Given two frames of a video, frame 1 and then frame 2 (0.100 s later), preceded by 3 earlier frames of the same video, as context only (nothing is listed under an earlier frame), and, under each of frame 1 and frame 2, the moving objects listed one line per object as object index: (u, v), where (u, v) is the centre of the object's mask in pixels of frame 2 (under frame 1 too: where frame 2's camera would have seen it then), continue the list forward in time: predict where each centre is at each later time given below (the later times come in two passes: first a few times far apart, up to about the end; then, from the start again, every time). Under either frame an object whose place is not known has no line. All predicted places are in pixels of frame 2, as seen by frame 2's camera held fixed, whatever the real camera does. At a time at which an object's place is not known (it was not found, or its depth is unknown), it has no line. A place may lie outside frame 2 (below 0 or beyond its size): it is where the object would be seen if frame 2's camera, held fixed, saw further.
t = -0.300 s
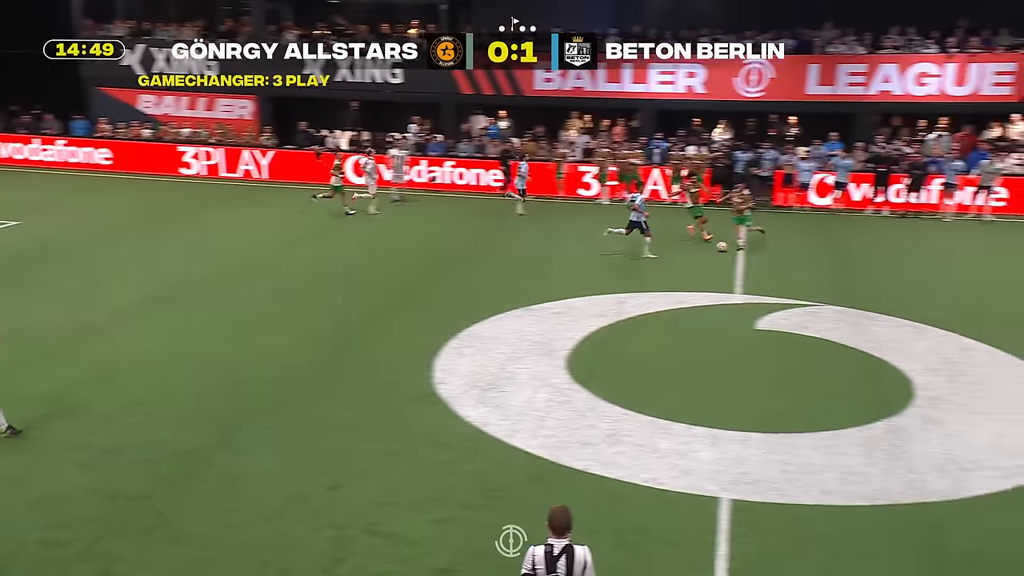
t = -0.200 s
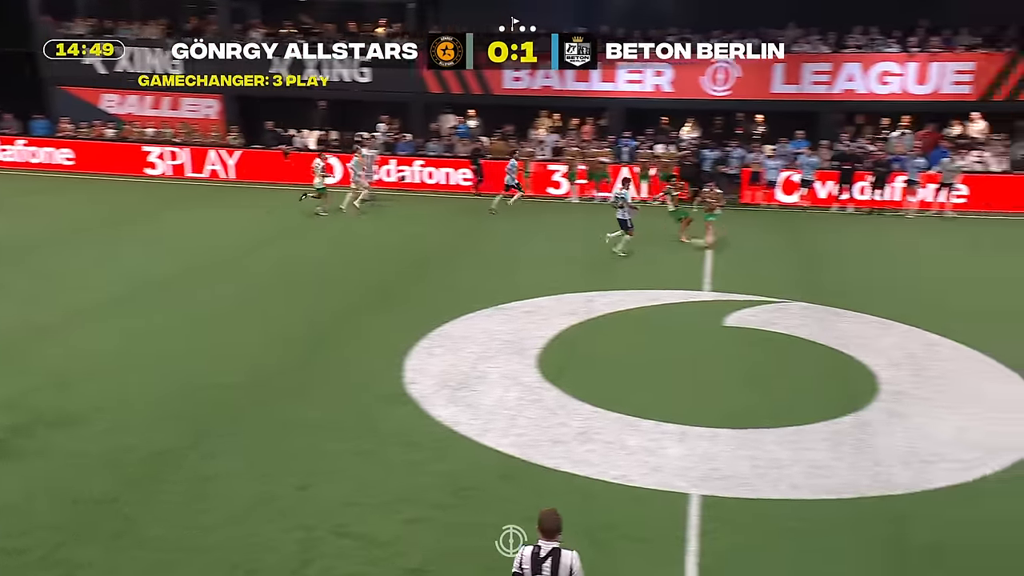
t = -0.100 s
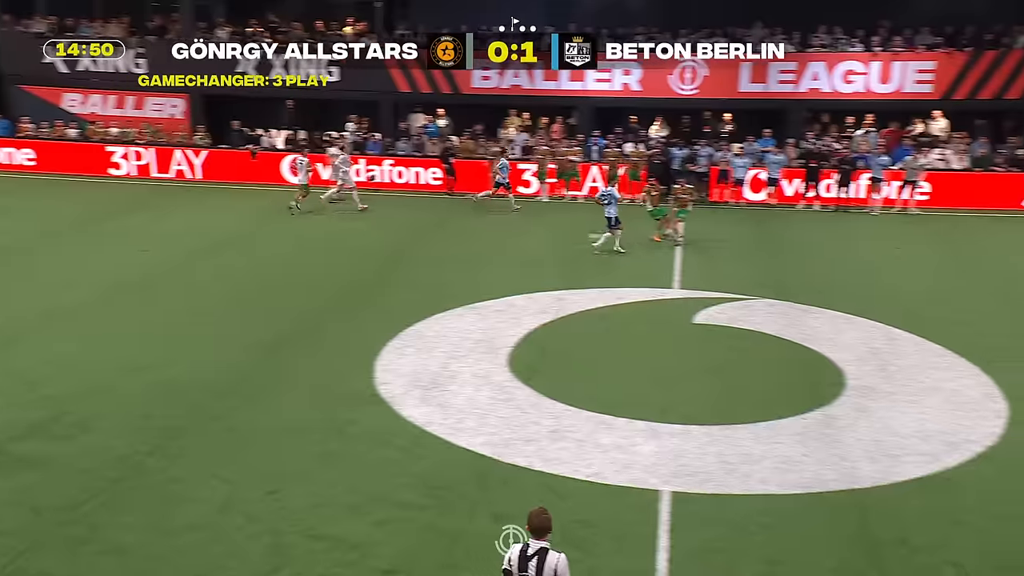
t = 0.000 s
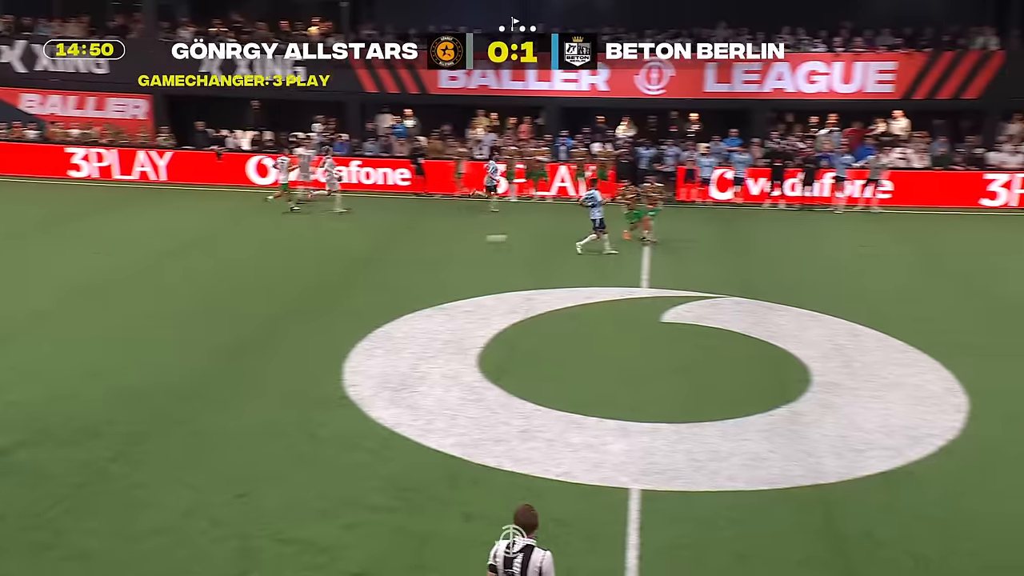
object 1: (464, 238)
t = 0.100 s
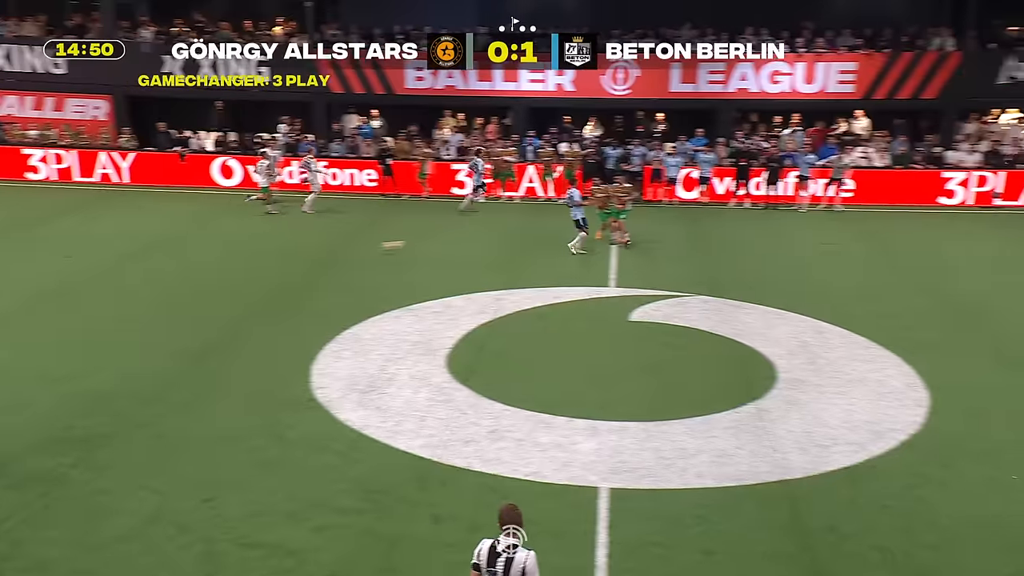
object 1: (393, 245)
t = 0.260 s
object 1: (297, 245)
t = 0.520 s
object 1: (165, 248)
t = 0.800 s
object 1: (46, 248)
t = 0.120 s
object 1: (378, 247)
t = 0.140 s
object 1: (365, 248)
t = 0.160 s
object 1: (354, 248)
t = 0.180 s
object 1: (342, 247)
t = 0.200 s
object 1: (331, 246)
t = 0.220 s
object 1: (320, 246)
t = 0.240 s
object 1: (309, 246)
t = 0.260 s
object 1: (297, 245)
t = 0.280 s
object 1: (286, 246)
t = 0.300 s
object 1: (275, 246)
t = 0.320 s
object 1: (264, 247)
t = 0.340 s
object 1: (253, 247)
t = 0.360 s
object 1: (242, 249)
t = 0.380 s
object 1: (231, 250)
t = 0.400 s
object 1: (220, 251)
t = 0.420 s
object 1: (210, 252)
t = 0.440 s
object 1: (201, 251)
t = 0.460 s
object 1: (192, 249)
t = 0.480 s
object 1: (183, 249)
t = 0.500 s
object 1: (174, 248)
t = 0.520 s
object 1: (165, 248)
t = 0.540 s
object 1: (157, 248)
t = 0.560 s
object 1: (148, 248)
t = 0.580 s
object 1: (138, 248)
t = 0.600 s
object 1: (130, 249)
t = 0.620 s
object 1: (121, 249)
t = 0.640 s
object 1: (112, 250)
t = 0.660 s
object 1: (104, 252)
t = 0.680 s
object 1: (95, 252)
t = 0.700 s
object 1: (87, 251)
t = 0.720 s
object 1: (79, 250)
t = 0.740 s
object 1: (71, 249)
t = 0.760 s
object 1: (63, 249)
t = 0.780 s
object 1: (55, 248)
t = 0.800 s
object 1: (46, 248)
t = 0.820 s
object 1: (39, 248)
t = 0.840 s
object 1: (31, 248)
